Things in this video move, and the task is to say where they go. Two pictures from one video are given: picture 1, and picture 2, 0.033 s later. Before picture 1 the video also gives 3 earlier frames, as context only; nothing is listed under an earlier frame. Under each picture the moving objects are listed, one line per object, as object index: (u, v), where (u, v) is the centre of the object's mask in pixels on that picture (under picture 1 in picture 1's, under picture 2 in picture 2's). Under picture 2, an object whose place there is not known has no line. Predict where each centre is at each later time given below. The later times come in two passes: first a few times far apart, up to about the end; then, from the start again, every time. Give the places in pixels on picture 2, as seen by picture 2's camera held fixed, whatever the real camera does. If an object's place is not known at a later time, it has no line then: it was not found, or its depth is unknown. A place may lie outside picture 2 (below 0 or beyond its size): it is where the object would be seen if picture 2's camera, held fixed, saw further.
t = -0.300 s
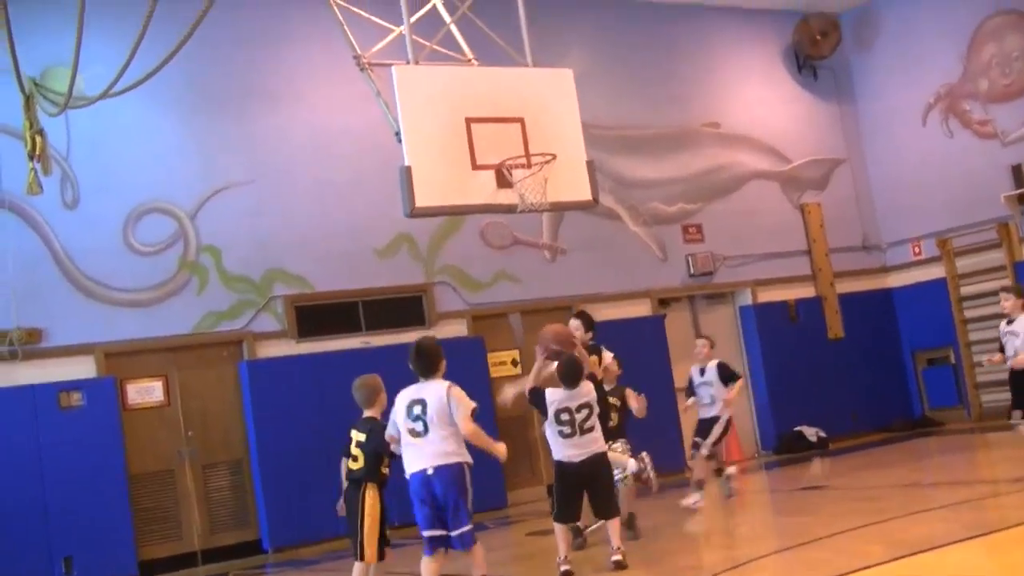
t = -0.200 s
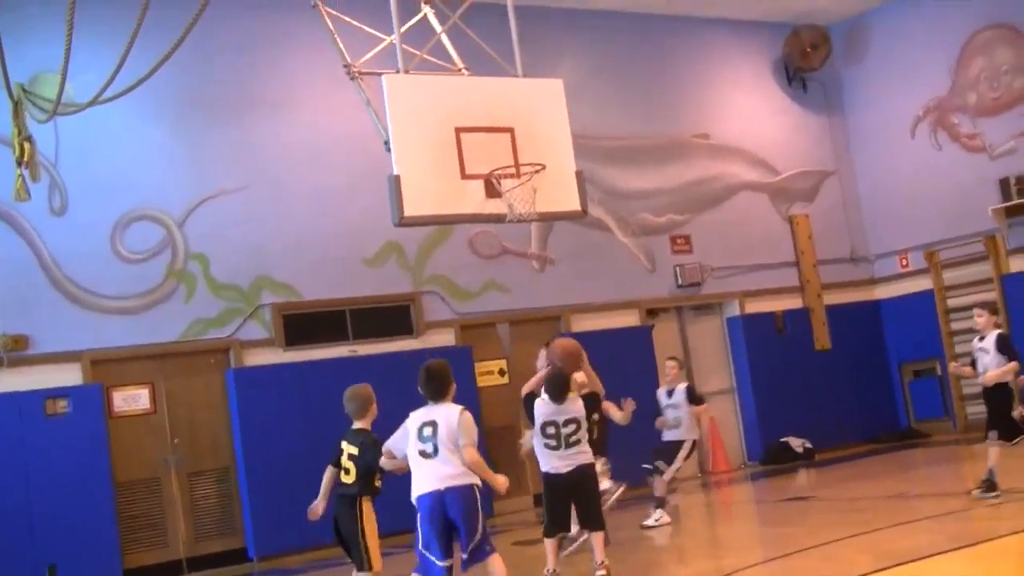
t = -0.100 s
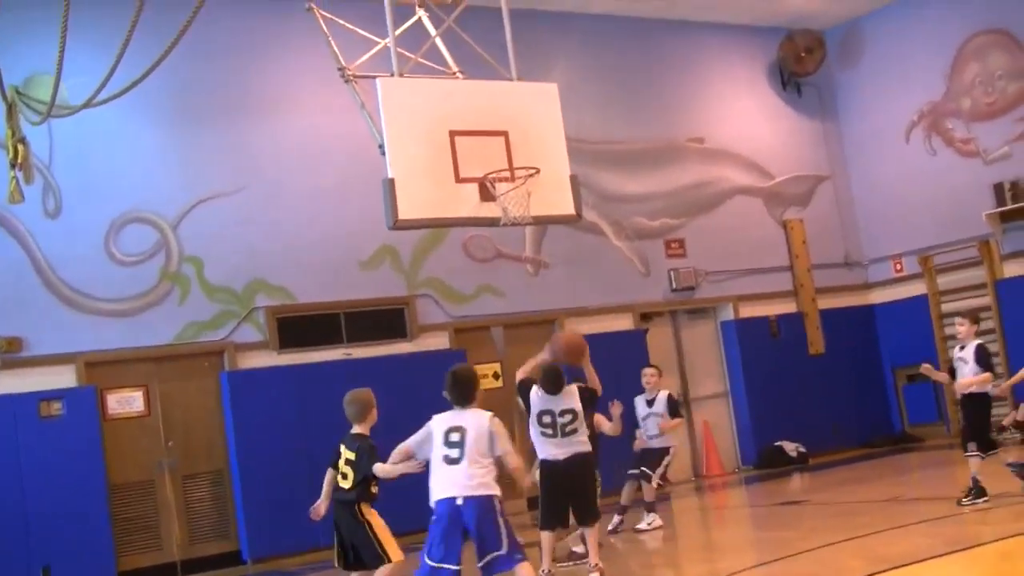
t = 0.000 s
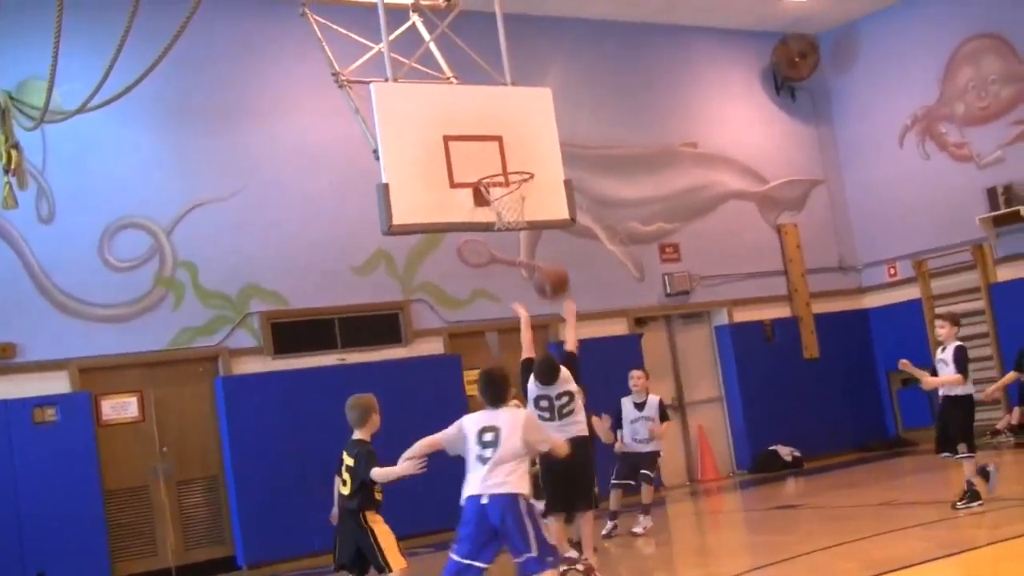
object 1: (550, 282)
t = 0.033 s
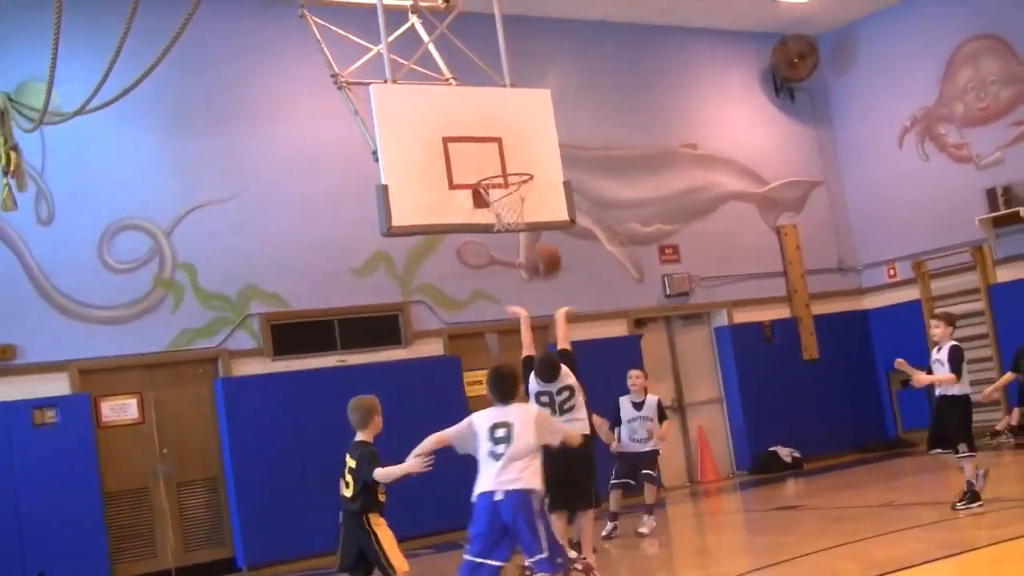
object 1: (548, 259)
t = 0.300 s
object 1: (502, 153)
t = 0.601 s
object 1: (477, 157)
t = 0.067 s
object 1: (537, 240)
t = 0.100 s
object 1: (531, 221)
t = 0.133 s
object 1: (525, 204)
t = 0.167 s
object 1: (520, 191)
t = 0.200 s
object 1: (515, 178)
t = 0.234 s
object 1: (510, 168)
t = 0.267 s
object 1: (505, 159)
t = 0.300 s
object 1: (502, 153)
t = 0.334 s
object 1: (498, 147)
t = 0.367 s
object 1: (494, 144)
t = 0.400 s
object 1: (491, 141)
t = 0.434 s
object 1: (488, 141)
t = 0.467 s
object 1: (486, 141)
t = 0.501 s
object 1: (483, 143)
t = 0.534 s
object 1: (481, 147)
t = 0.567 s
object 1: (478, 152)
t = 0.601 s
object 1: (477, 157)
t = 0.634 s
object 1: (475, 164)
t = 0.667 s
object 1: (474, 172)
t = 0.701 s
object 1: (473, 182)
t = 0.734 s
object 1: (473, 193)
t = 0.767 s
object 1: (473, 203)
